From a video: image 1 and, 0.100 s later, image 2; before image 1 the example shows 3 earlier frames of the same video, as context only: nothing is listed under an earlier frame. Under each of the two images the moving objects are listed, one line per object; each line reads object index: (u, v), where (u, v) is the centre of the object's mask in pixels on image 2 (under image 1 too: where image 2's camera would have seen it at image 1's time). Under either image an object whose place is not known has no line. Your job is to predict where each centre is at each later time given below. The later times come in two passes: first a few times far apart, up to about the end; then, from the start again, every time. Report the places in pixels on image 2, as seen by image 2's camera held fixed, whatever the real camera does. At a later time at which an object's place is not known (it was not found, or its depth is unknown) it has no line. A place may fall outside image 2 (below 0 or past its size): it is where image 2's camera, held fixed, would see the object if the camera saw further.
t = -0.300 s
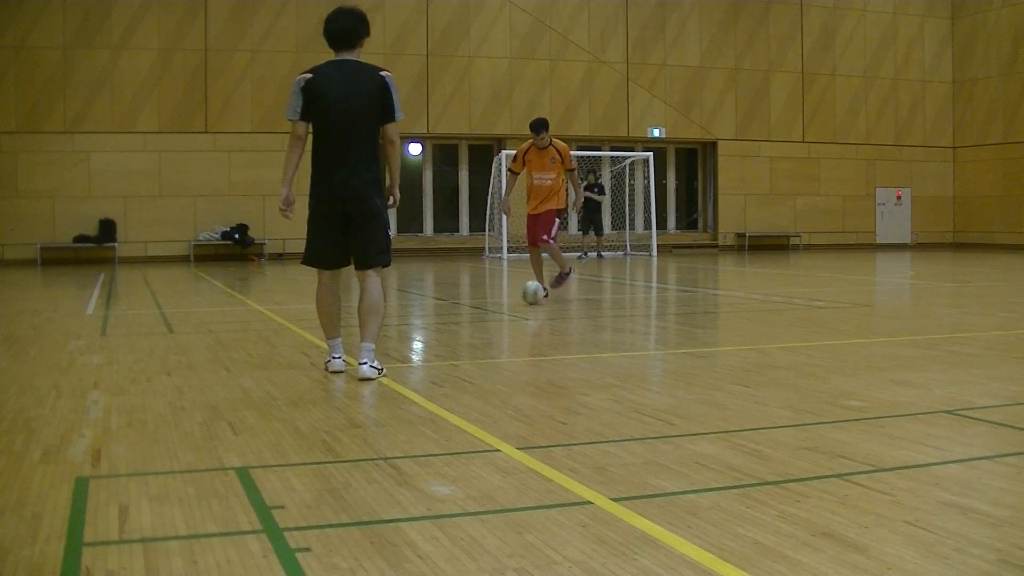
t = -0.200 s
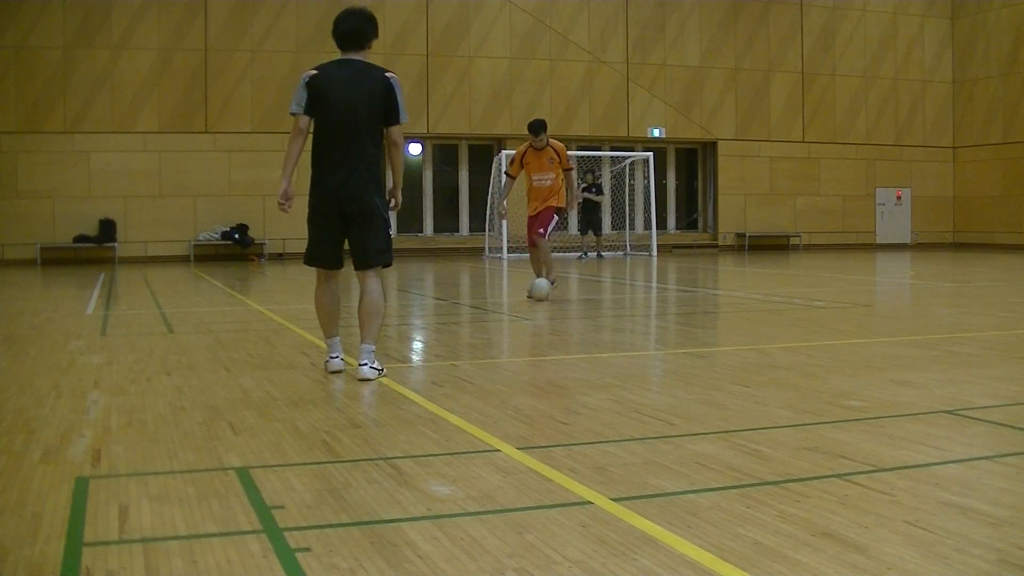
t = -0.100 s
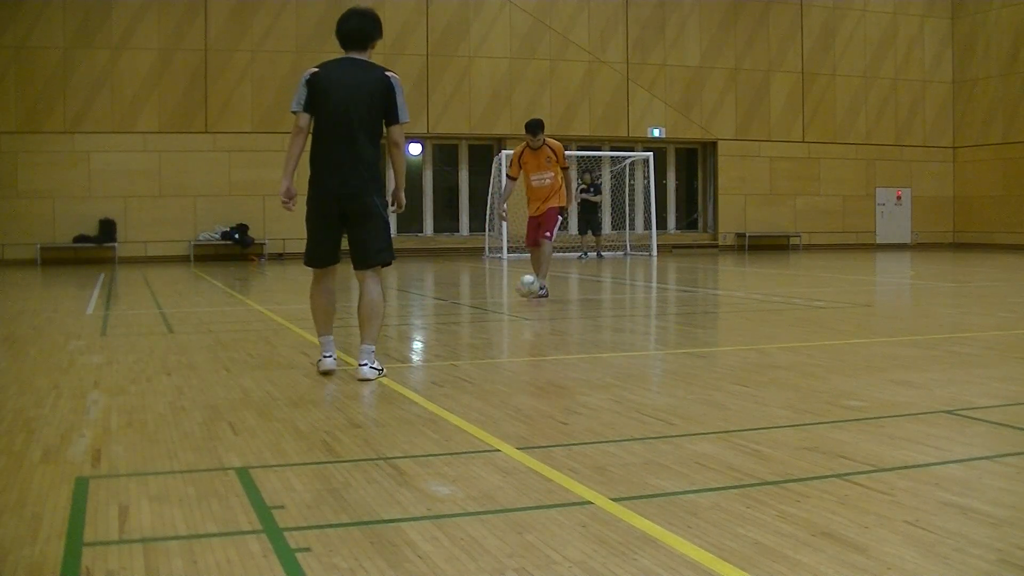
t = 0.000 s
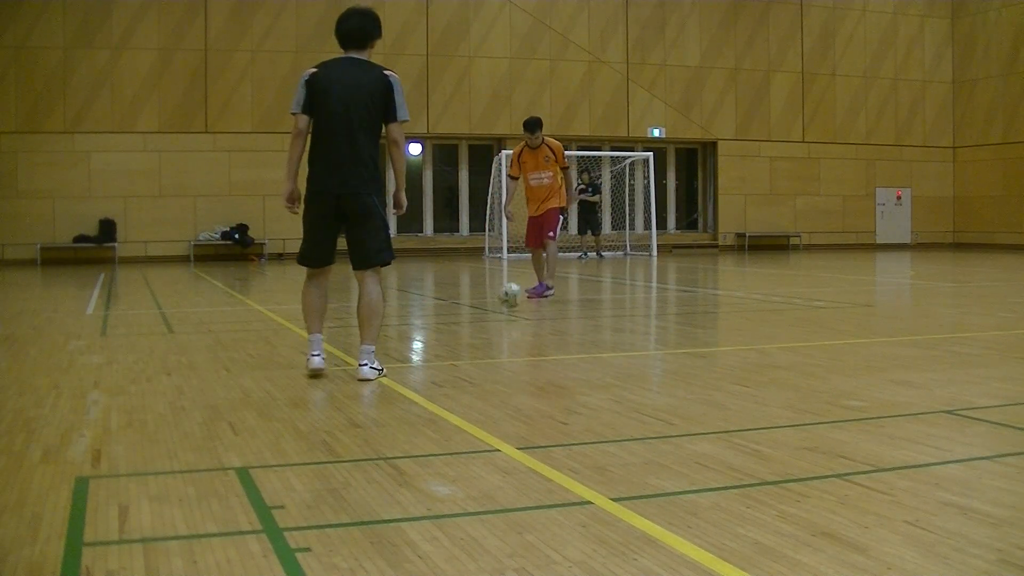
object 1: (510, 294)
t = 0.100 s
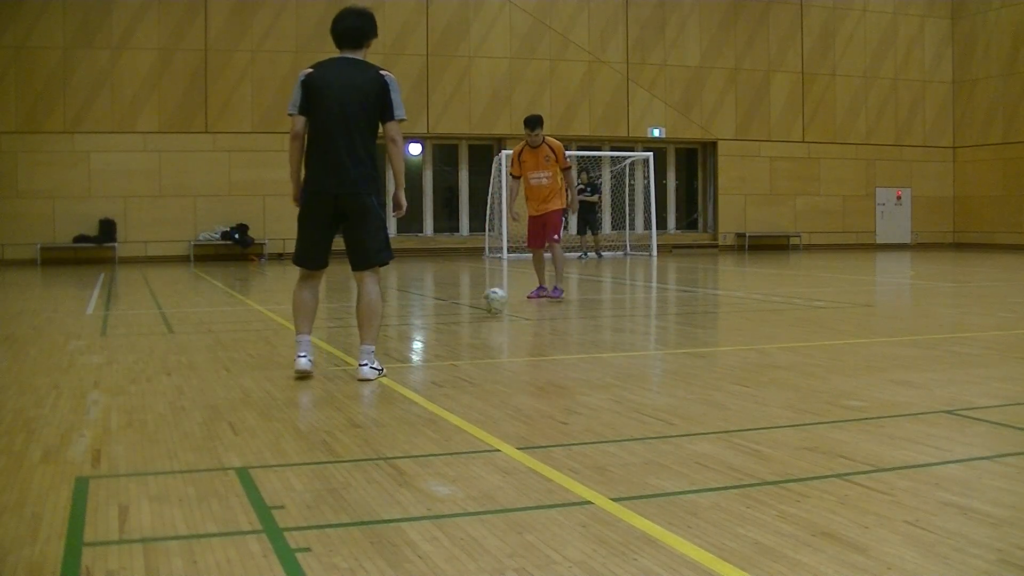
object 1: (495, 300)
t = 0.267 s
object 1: (469, 310)
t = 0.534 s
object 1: (426, 325)
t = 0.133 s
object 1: (488, 304)
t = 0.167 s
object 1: (482, 306)
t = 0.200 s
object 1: (477, 308)
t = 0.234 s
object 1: (473, 310)
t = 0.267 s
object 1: (469, 310)
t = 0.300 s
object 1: (462, 314)
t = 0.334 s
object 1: (457, 315)
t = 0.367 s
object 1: (451, 317)
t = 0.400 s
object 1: (446, 318)
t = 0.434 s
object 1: (441, 320)
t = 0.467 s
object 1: (436, 322)
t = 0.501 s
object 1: (431, 323)
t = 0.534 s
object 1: (426, 325)
